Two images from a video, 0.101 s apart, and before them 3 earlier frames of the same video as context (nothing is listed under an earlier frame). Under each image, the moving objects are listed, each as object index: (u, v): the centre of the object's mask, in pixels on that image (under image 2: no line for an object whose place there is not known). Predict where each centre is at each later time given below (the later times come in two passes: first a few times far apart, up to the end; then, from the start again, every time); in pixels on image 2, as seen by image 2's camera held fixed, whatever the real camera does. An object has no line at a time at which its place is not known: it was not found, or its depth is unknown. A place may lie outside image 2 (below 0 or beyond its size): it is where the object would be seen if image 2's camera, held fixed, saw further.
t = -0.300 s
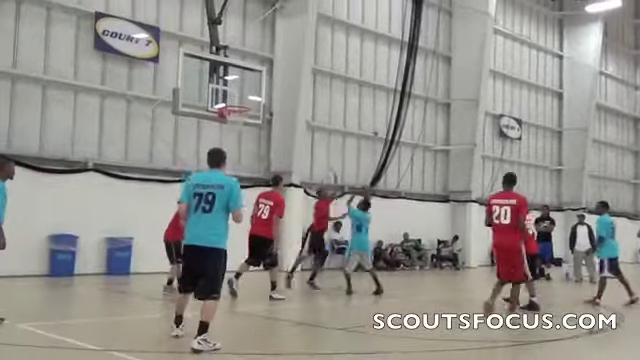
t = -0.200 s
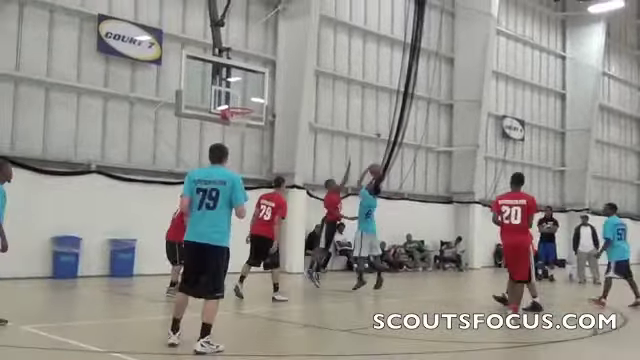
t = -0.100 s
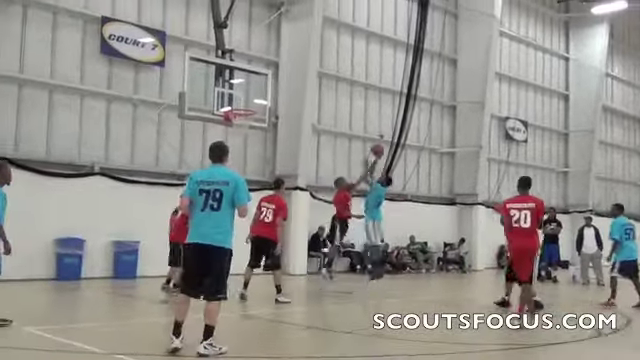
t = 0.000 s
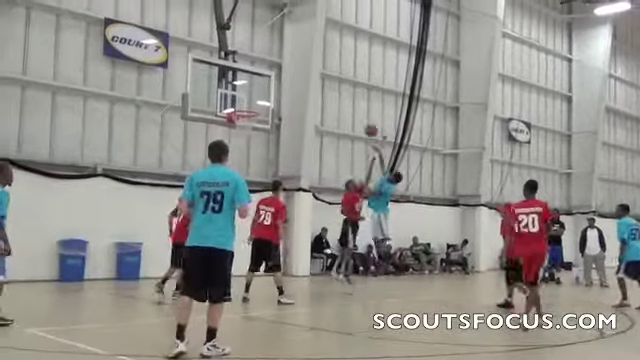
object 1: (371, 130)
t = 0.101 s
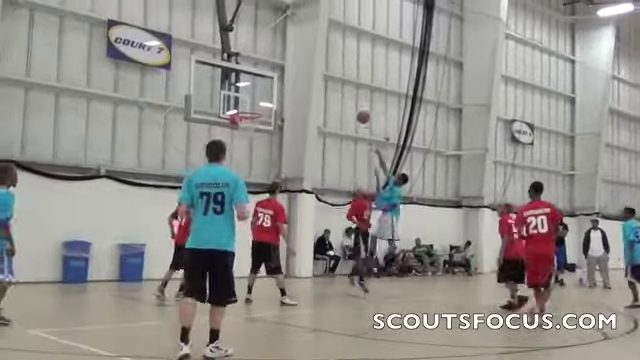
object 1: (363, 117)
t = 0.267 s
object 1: (345, 105)
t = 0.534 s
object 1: (317, 116)
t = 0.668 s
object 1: (302, 136)
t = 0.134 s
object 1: (359, 113)
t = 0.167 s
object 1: (356, 110)
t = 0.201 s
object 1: (353, 108)
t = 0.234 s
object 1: (349, 106)
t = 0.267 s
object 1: (345, 105)
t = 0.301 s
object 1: (342, 104)
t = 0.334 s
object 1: (338, 104)
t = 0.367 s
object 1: (335, 104)
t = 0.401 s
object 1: (331, 106)
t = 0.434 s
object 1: (328, 107)
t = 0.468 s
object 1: (324, 110)
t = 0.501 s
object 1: (320, 112)
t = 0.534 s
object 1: (317, 116)
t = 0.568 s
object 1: (313, 120)
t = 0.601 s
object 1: (309, 125)
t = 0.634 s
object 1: (306, 130)
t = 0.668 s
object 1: (302, 136)
